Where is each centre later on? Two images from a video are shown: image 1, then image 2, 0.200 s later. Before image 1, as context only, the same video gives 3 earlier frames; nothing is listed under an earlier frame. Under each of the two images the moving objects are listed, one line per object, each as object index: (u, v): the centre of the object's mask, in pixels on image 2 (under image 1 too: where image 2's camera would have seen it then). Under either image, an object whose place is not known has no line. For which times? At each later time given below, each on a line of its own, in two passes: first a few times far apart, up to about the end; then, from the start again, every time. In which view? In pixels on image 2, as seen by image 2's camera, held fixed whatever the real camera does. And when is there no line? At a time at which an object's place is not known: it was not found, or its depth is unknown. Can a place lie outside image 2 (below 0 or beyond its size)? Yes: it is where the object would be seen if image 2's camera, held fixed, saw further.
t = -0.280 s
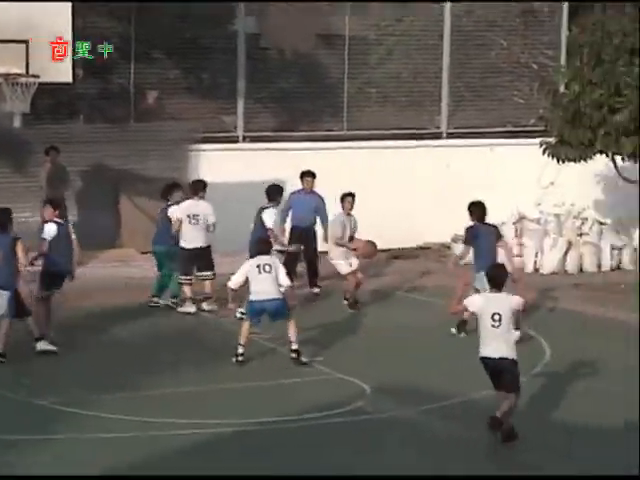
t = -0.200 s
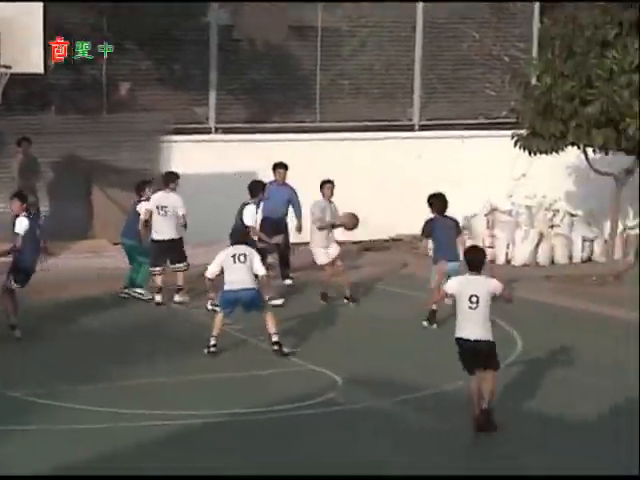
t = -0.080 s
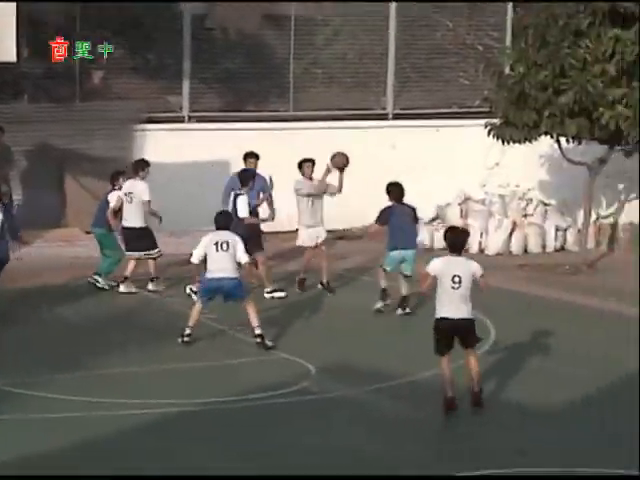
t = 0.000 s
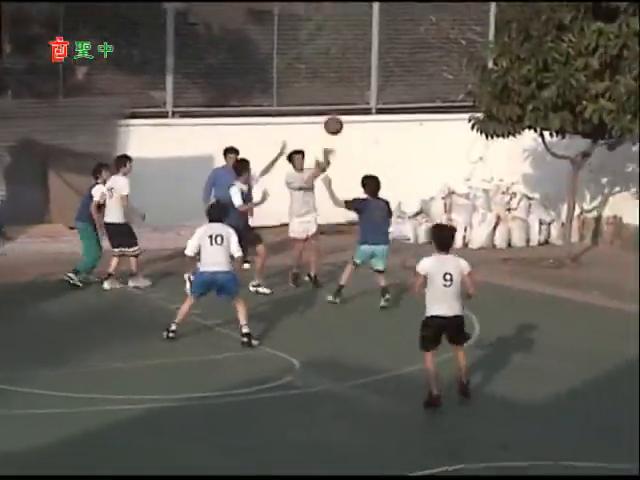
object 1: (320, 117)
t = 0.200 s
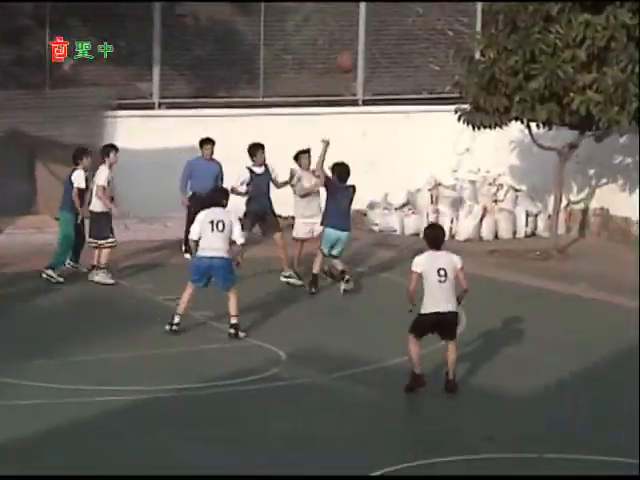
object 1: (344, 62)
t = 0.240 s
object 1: (351, 55)
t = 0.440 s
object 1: (378, 35)
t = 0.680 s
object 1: (412, 58)
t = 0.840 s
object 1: (436, 103)
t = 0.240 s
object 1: (351, 55)
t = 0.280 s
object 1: (357, 49)
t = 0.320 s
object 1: (360, 45)
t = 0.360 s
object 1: (366, 40)
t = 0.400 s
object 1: (372, 37)
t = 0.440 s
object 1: (378, 35)
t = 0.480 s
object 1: (384, 36)
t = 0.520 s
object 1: (389, 37)
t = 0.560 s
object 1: (395, 38)
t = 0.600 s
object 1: (400, 45)
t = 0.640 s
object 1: (407, 51)
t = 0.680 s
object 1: (412, 58)
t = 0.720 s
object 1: (418, 66)
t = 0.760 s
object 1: (425, 76)
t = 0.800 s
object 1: (430, 88)
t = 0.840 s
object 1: (436, 103)
